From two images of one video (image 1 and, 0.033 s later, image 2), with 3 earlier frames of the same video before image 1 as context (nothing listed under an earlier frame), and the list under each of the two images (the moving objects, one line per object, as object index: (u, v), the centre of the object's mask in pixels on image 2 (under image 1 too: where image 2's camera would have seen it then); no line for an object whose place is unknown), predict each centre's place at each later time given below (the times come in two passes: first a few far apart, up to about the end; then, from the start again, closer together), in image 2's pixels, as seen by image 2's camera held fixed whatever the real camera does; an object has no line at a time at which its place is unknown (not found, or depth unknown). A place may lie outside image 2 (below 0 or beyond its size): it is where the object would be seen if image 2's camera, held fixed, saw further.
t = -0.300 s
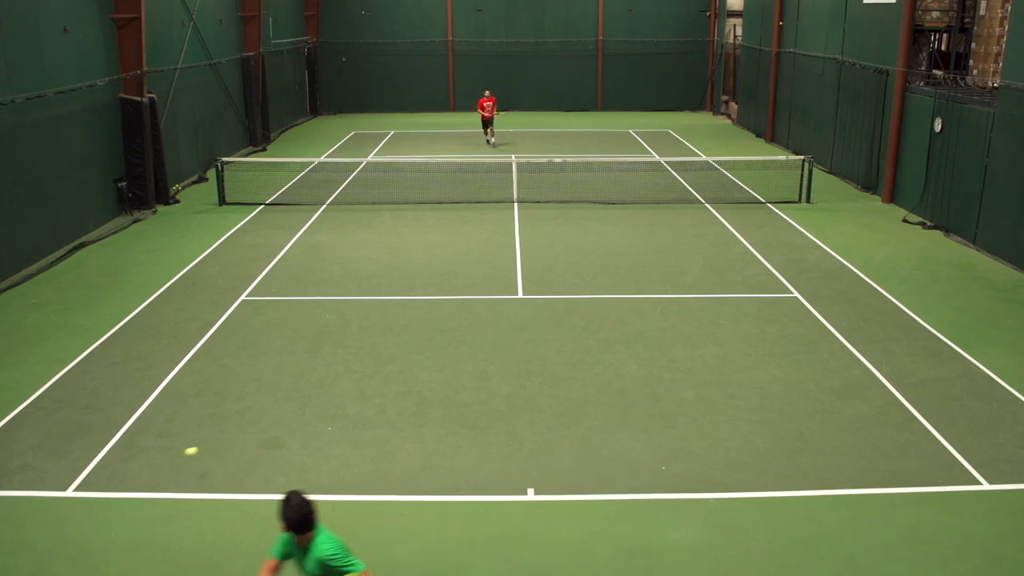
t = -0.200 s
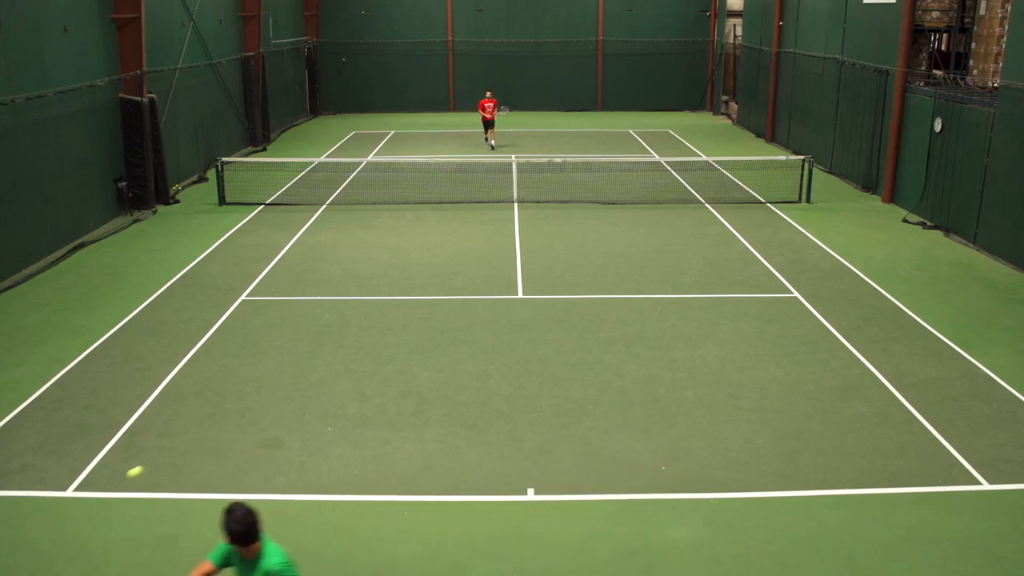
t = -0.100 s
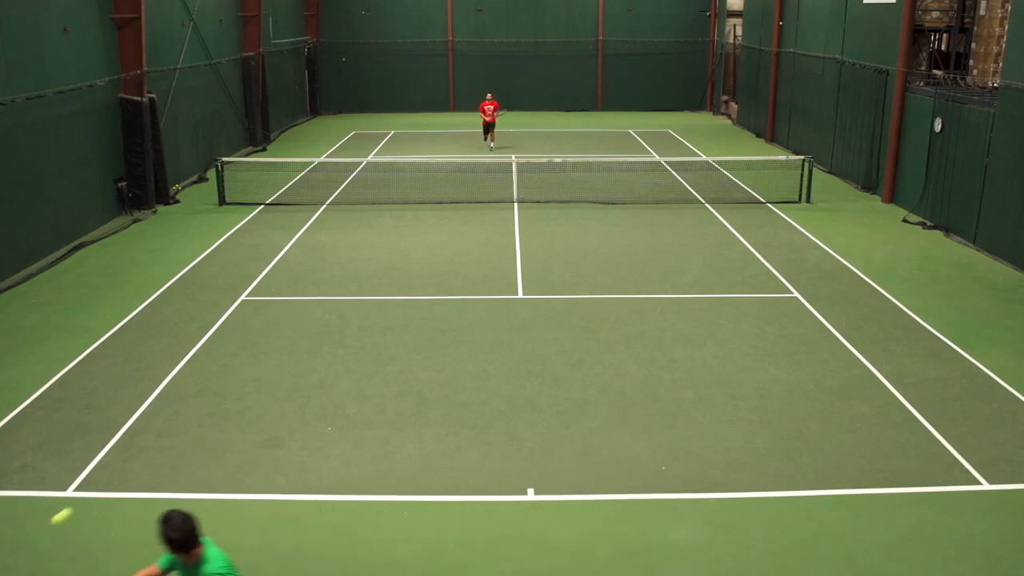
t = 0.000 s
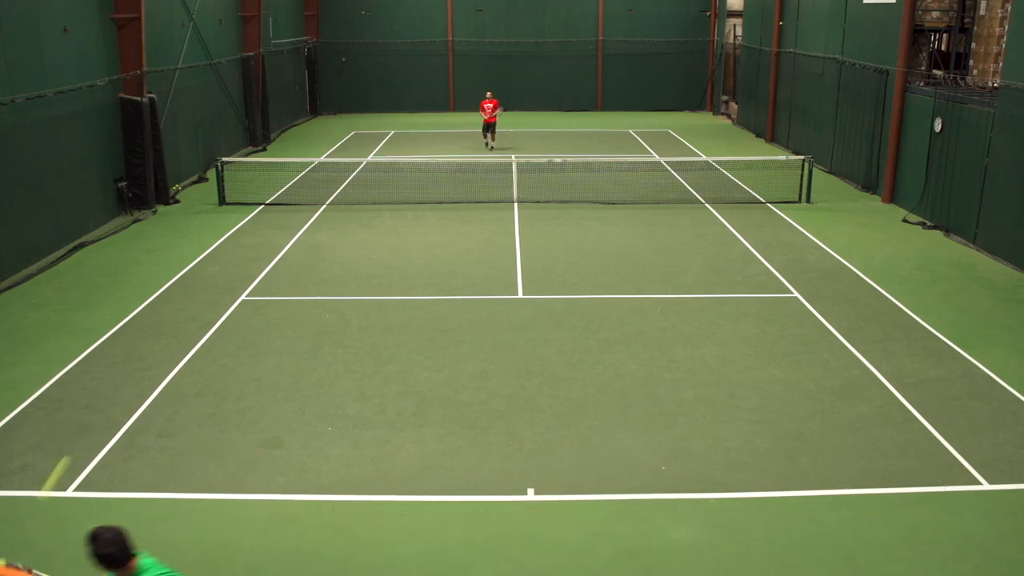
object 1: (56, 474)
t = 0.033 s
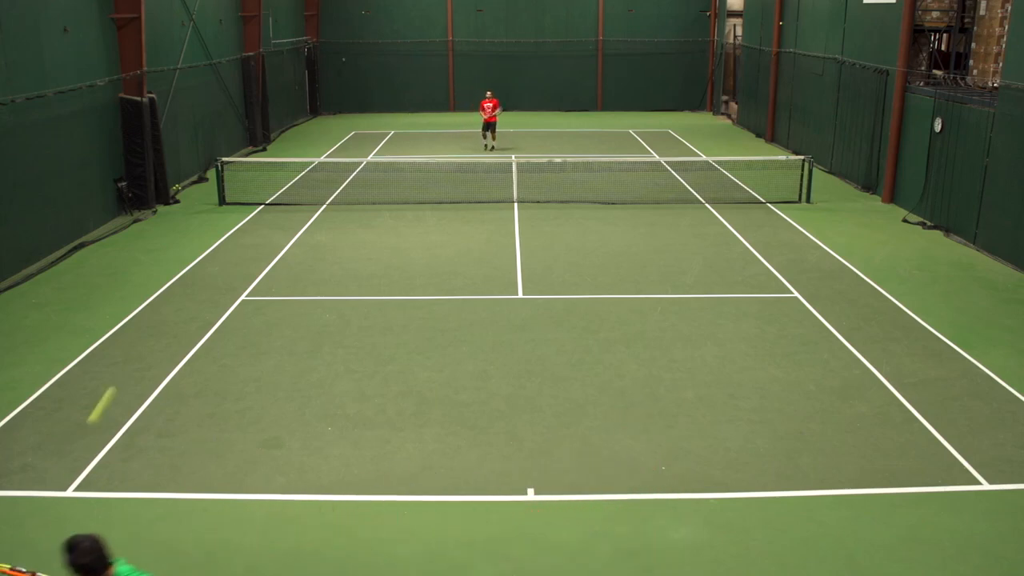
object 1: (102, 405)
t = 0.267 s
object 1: (292, 142)
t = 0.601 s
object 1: (400, 45)
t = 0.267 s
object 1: (292, 142)
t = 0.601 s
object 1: (400, 45)
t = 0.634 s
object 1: (406, 42)
